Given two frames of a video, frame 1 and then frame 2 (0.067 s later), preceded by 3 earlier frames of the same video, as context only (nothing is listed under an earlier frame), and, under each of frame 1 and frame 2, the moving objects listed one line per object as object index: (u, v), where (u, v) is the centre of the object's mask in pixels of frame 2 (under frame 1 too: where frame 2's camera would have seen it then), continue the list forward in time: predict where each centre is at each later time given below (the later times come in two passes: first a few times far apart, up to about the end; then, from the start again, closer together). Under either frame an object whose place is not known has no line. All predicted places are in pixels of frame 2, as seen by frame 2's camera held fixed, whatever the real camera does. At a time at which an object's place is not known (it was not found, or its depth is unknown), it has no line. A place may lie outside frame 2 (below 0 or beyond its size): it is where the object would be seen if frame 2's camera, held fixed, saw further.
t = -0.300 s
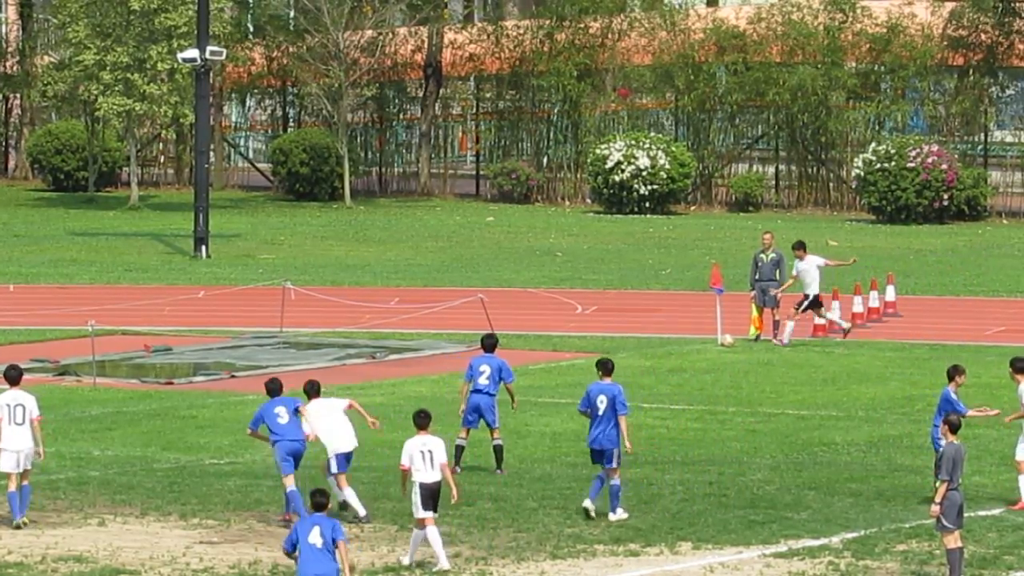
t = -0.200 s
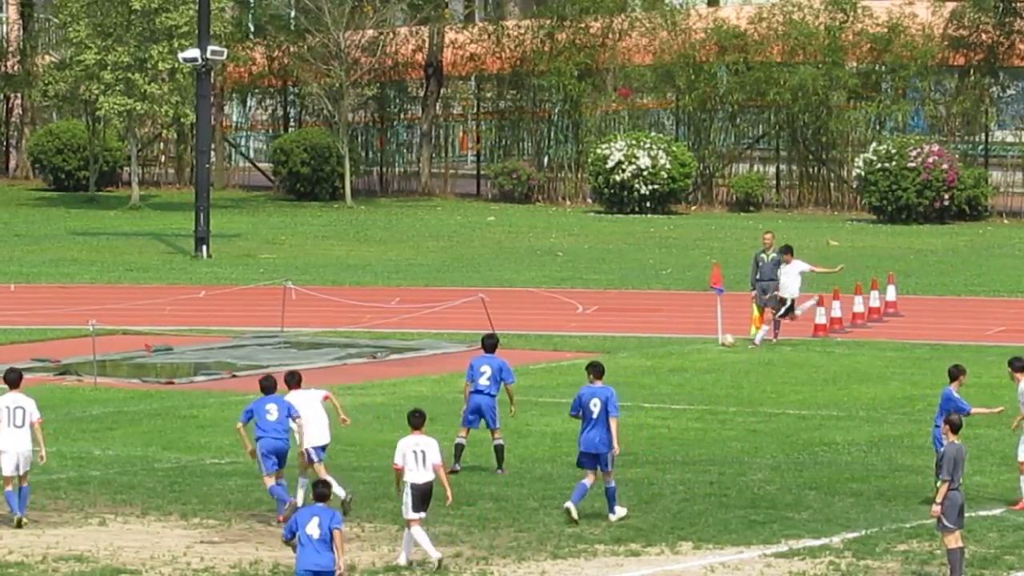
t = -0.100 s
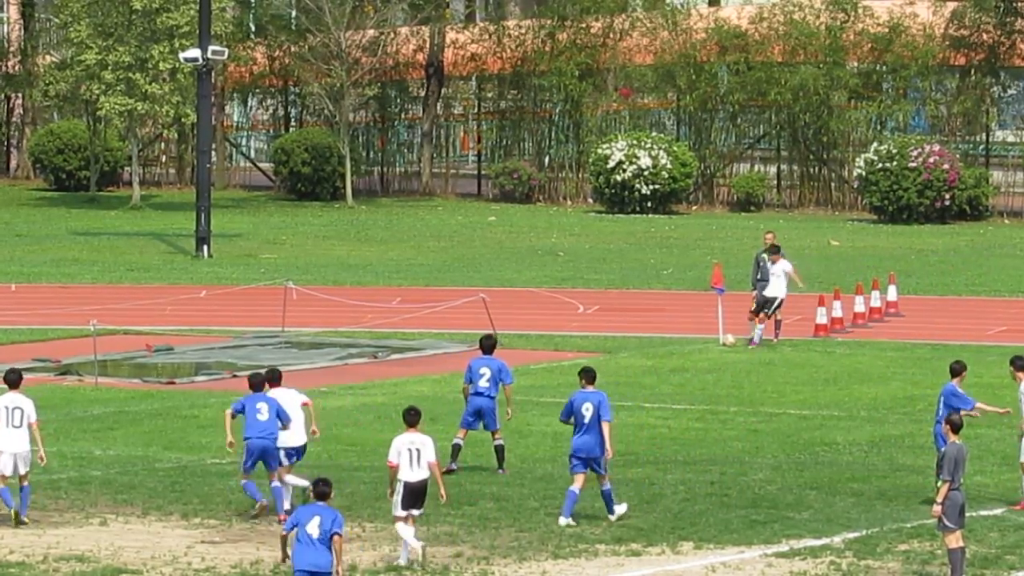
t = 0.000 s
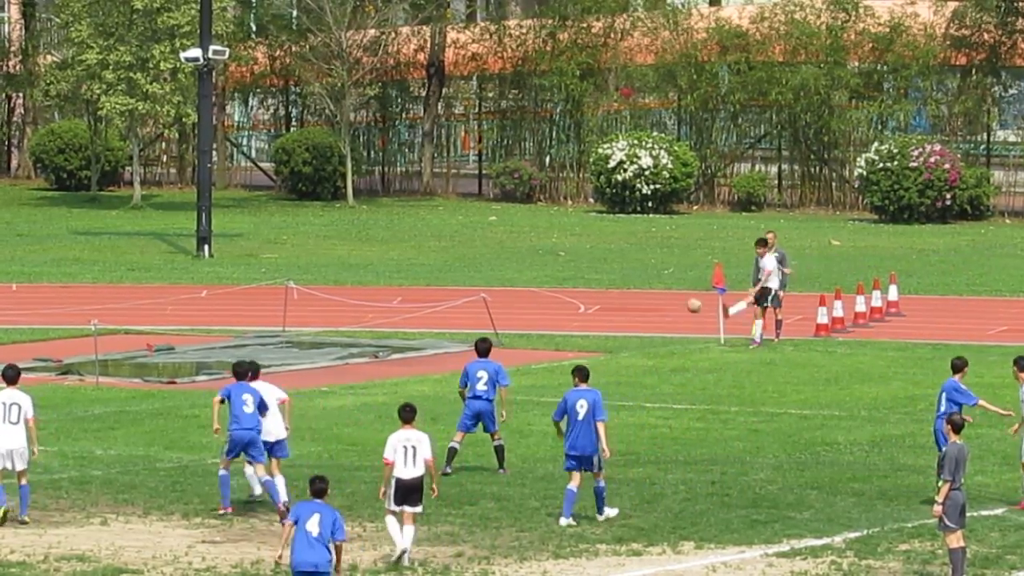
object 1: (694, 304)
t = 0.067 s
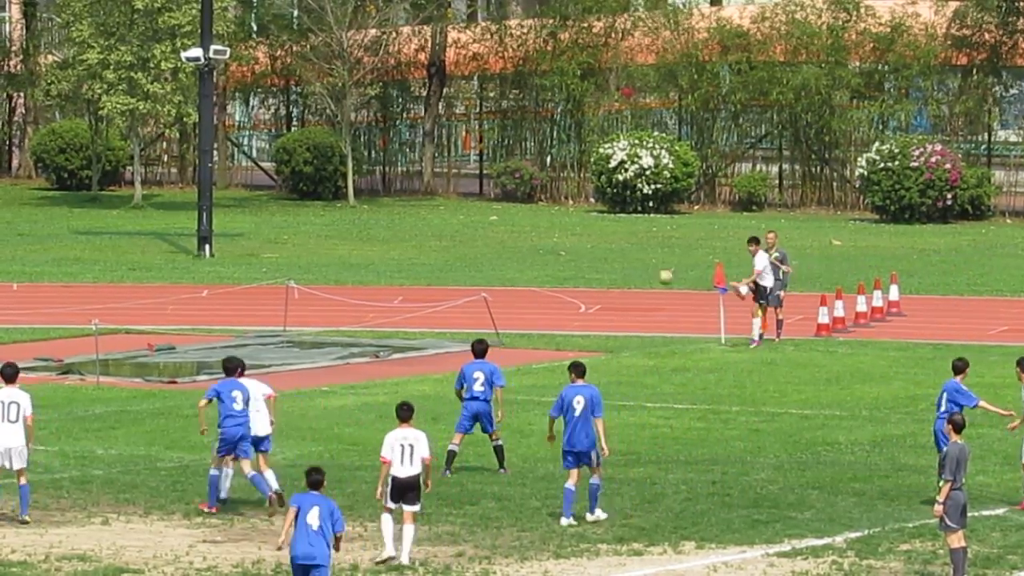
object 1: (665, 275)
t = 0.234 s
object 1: (599, 219)
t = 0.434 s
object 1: (529, 174)
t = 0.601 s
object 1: (478, 157)
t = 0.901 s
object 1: (399, 177)
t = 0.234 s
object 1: (599, 219)
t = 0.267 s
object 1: (587, 210)
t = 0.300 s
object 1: (575, 202)
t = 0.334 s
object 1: (563, 194)
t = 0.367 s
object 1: (551, 187)
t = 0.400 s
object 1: (540, 180)
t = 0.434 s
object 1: (529, 174)
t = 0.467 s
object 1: (519, 169)
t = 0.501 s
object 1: (508, 165)
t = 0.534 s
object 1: (498, 162)
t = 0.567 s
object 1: (488, 160)
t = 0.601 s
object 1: (478, 157)
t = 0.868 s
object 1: (407, 172)
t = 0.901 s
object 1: (399, 177)
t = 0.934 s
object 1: (391, 185)
